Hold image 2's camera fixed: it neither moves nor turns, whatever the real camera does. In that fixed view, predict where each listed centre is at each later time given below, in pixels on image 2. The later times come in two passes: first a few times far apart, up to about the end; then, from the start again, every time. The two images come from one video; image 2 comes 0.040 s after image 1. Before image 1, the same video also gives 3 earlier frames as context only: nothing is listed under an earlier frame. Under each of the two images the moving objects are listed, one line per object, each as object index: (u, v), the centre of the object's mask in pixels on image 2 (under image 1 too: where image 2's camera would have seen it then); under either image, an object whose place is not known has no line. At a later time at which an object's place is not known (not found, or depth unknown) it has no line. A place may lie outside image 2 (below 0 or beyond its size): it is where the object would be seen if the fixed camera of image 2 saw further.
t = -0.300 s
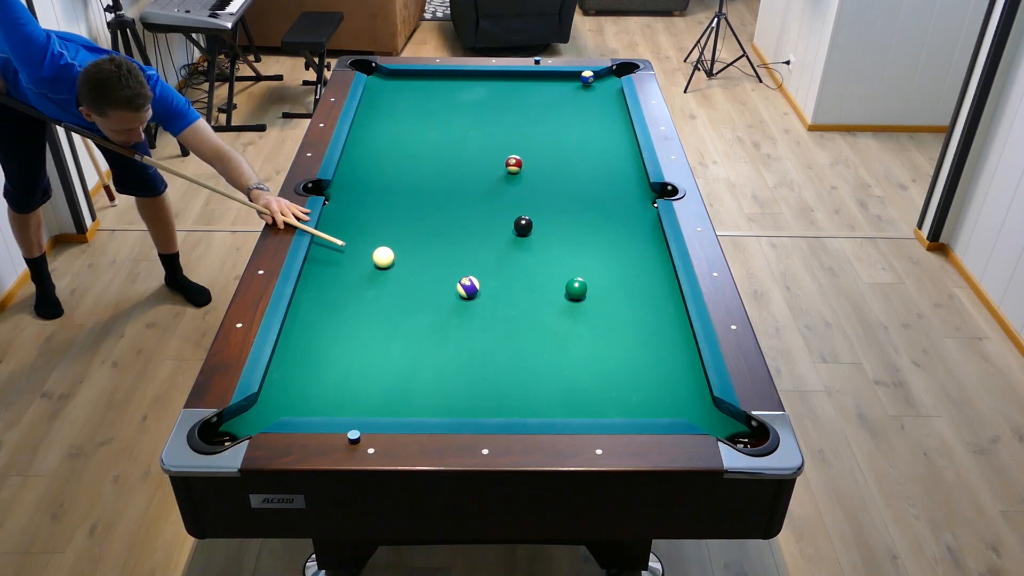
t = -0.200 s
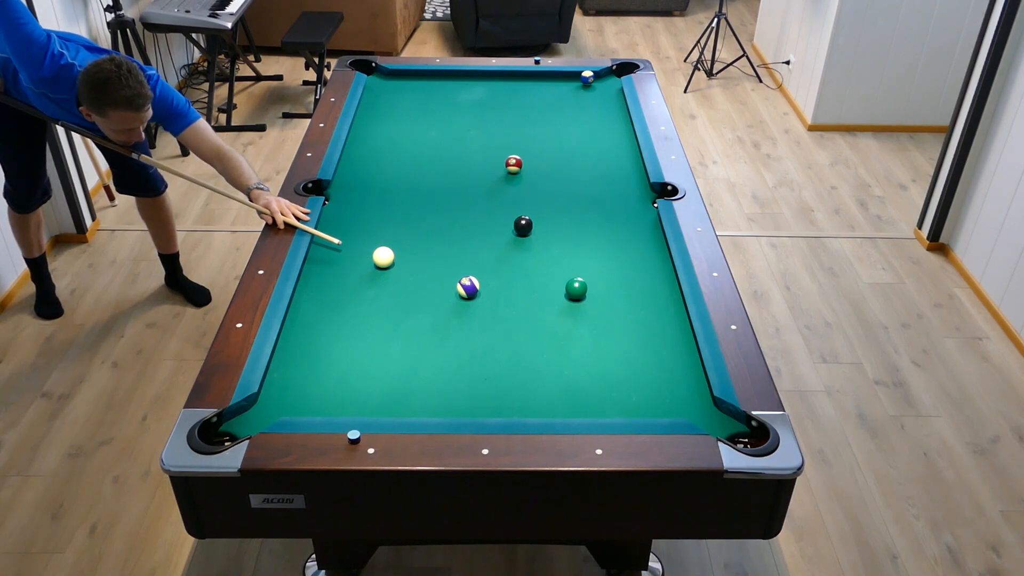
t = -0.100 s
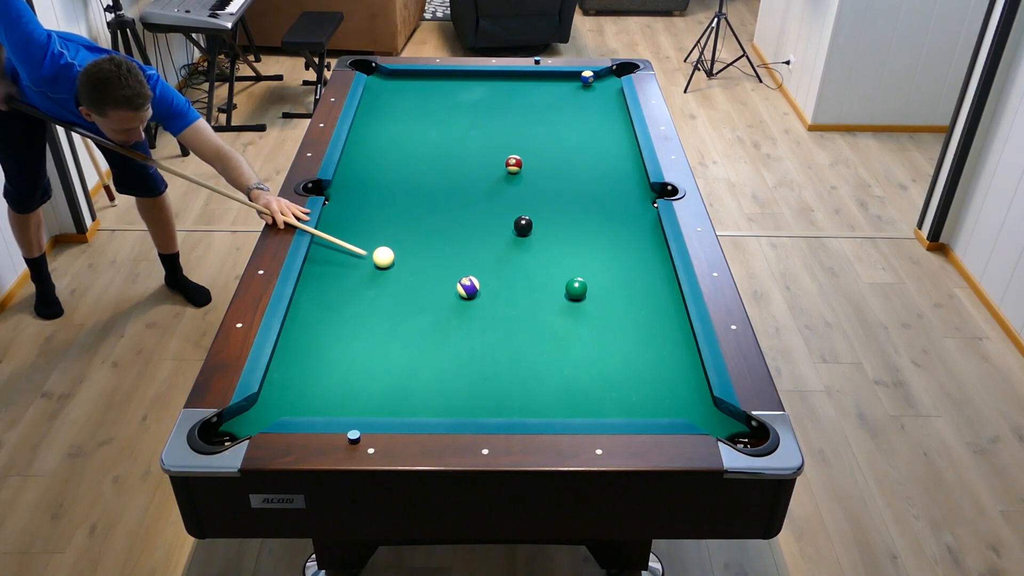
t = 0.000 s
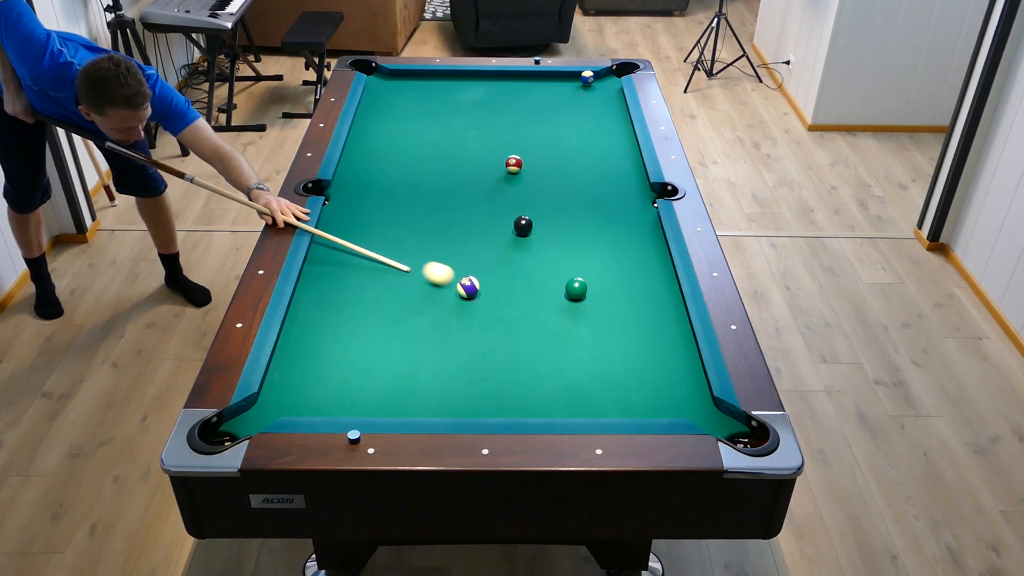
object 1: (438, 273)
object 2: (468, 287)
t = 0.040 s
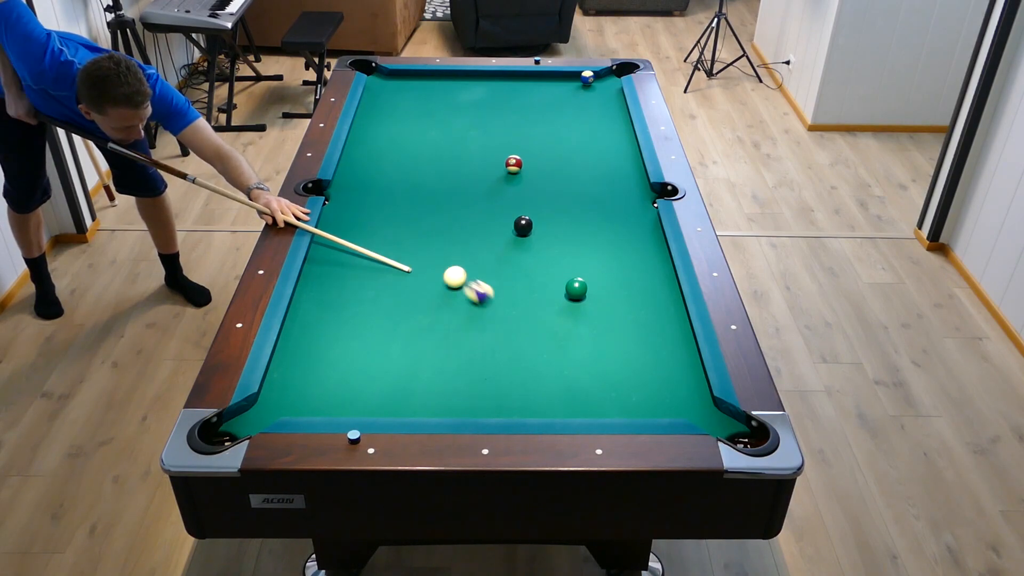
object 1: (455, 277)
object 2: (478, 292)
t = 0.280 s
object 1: (462, 259)
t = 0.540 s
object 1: (457, 242)
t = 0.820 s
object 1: (452, 225)
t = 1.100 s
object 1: (448, 210)
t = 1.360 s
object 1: (444, 199)
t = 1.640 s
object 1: (441, 188)
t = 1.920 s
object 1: (439, 178)
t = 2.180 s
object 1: (436, 171)
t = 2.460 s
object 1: (434, 164)
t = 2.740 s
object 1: (432, 158)
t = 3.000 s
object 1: (430, 154)
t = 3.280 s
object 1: (429, 150)
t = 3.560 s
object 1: (429, 148)
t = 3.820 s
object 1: (428, 146)
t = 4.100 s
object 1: (428, 145)
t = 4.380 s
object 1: (429, 145)
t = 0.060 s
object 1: (457, 275)
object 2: (489, 298)
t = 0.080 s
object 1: (459, 274)
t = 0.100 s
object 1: (461, 272)
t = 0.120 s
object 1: (462, 271)
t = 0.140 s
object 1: (463, 270)
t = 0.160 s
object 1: (463, 268)
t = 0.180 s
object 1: (463, 267)
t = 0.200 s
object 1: (463, 265)
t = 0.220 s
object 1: (463, 264)
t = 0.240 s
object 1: (462, 262)
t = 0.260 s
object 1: (462, 261)
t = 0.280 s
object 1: (462, 259)
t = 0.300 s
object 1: (461, 258)
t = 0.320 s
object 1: (461, 256)
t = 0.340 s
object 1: (460, 255)
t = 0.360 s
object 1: (460, 254)
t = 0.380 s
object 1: (460, 252)
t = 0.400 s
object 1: (459, 251)
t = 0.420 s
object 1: (459, 249)
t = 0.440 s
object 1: (458, 248)
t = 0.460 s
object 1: (458, 247)
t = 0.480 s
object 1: (458, 246)
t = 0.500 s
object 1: (457, 244)
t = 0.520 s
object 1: (457, 243)
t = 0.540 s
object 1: (457, 242)
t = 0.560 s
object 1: (456, 240)
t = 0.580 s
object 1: (456, 239)
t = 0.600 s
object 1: (456, 238)
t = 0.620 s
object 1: (455, 237)
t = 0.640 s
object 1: (455, 235)
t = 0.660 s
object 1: (455, 234)
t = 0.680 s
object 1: (454, 233)
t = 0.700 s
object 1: (454, 232)
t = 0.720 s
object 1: (454, 231)
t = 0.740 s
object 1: (453, 230)
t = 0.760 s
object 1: (453, 228)
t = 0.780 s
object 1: (453, 227)
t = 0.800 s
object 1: (452, 226)
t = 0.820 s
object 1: (452, 225)
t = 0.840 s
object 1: (452, 224)
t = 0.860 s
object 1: (451, 223)
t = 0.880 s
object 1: (451, 222)
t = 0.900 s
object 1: (451, 221)
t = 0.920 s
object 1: (450, 219)
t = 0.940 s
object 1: (450, 218)
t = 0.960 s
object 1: (450, 217)
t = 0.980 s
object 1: (450, 216)
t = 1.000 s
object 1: (449, 215)
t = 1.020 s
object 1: (449, 214)
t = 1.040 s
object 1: (449, 213)
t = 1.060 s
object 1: (448, 212)
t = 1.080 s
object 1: (448, 211)
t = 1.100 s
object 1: (448, 210)
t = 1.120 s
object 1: (448, 209)
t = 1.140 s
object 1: (447, 208)
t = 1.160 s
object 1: (447, 207)
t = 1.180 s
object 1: (447, 206)
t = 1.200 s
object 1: (446, 206)
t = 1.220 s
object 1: (446, 205)
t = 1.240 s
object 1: (446, 204)
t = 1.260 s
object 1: (446, 203)
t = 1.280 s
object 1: (445, 202)
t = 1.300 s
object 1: (445, 201)
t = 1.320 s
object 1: (445, 200)
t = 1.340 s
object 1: (445, 199)
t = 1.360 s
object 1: (444, 199)
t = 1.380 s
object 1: (444, 198)
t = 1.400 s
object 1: (444, 197)
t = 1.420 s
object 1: (444, 196)
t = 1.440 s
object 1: (444, 195)
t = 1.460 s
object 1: (443, 194)
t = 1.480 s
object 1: (443, 194)
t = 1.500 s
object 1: (443, 193)
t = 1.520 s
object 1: (443, 192)
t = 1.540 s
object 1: (442, 191)
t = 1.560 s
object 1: (442, 191)
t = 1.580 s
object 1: (442, 190)
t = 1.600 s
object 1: (442, 189)
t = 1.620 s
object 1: (441, 188)
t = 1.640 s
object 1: (441, 188)
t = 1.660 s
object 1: (441, 187)
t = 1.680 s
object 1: (441, 186)
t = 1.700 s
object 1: (441, 185)
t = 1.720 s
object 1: (441, 185)
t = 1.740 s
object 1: (440, 184)
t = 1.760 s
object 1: (440, 183)
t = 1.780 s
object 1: (440, 183)
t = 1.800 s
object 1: (440, 182)
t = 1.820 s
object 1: (440, 181)
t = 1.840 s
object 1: (439, 181)
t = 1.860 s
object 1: (439, 180)
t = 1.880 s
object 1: (439, 179)
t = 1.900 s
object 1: (439, 179)
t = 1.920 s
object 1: (439, 178)
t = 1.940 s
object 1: (438, 177)
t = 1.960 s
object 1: (438, 177)
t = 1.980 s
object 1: (438, 176)
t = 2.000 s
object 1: (438, 176)
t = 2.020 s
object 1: (438, 175)
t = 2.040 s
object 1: (438, 174)
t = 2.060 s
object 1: (437, 174)
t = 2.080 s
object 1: (437, 173)
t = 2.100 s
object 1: (437, 173)
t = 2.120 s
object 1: (437, 172)
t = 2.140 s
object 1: (437, 172)
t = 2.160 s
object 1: (437, 171)
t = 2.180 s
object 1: (436, 171)
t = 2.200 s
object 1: (436, 170)
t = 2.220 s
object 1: (436, 169)
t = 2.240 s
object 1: (436, 169)
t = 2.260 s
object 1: (436, 168)
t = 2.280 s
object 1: (436, 168)
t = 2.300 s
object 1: (436, 167)
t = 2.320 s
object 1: (435, 167)
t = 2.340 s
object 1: (435, 166)
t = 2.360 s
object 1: (435, 166)
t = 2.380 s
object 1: (435, 166)
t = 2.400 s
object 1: (435, 165)
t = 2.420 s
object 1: (435, 165)
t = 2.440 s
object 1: (434, 164)
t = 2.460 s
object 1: (434, 164)
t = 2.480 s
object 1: (434, 163)
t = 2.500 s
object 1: (434, 163)
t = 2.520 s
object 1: (434, 162)
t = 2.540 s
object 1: (434, 162)
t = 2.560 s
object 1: (434, 162)
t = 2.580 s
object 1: (433, 161)
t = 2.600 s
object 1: (433, 161)
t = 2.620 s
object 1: (433, 160)
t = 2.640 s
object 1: (433, 160)
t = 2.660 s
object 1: (433, 160)
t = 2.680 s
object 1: (433, 159)
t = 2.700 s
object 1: (432, 159)
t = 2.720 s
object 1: (432, 158)
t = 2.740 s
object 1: (432, 158)
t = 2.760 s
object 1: (432, 158)
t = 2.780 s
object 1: (432, 157)
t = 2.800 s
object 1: (432, 157)
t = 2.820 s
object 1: (431, 157)
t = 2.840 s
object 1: (431, 156)
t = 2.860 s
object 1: (431, 156)
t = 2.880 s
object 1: (431, 156)
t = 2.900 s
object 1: (431, 155)
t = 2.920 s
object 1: (431, 155)
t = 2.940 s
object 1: (430, 155)
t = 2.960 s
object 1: (430, 154)
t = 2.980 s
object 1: (430, 154)
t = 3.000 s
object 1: (430, 154)
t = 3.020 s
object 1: (430, 153)
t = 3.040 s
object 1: (430, 153)
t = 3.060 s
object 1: (430, 153)
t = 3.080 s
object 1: (430, 153)
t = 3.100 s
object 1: (430, 152)
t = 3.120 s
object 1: (429, 152)
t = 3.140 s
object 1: (429, 152)
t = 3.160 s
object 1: (429, 152)
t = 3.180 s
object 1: (429, 151)
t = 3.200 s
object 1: (429, 151)
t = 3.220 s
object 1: (429, 151)
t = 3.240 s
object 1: (429, 151)
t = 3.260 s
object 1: (429, 150)
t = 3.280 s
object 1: (429, 150)
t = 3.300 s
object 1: (429, 150)
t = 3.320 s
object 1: (429, 150)
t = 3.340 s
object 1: (429, 150)
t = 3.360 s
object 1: (429, 149)
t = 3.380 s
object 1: (429, 149)
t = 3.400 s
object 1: (429, 149)
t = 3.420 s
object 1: (429, 149)
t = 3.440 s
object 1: (429, 149)
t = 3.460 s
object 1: (429, 149)
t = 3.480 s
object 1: (429, 148)
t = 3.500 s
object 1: (429, 148)
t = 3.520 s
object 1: (429, 148)
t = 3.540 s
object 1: (429, 148)
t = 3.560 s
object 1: (429, 148)
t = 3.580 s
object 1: (429, 148)
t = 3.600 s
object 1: (429, 147)
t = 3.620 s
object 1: (429, 147)
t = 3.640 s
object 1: (429, 147)
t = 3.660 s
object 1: (429, 147)
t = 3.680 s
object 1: (429, 147)
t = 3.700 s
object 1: (429, 147)
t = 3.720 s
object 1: (429, 147)
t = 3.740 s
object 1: (429, 147)
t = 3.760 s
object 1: (429, 146)
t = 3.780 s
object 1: (428, 146)
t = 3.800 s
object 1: (428, 146)
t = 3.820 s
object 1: (428, 146)
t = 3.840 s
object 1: (428, 146)
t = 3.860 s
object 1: (428, 146)
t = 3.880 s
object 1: (428, 146)
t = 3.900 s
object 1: (428, 146)
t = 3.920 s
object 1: (428, 146)
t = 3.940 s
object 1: (428, 146)
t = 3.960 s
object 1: (428, 146)
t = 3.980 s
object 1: (428, 146)
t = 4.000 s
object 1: (428, 146)
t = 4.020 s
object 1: (428, 145)
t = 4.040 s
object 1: (428, 145)
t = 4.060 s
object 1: (428, 145)
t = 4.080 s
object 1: (428, 145)
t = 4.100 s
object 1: (428, 145)
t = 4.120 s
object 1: (428, 145)
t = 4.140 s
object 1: (428, 145)
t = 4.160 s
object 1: (428, 145)
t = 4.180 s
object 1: (428, 145)
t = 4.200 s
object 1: (428, 145)
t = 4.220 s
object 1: (428, 145)
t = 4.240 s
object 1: (428, 145)
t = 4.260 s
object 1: (429, 145)
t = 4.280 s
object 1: (429, 145)
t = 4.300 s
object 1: (429, 145)
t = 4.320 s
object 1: (429, 145)
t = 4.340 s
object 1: (429, 145)
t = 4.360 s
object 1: (429, 145)
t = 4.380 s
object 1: (429, 145)
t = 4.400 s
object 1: (429, 145)
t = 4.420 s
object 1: (429, 145)
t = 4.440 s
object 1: (429, 145)
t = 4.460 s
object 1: (429, 145)
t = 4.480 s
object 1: (429, 145)
